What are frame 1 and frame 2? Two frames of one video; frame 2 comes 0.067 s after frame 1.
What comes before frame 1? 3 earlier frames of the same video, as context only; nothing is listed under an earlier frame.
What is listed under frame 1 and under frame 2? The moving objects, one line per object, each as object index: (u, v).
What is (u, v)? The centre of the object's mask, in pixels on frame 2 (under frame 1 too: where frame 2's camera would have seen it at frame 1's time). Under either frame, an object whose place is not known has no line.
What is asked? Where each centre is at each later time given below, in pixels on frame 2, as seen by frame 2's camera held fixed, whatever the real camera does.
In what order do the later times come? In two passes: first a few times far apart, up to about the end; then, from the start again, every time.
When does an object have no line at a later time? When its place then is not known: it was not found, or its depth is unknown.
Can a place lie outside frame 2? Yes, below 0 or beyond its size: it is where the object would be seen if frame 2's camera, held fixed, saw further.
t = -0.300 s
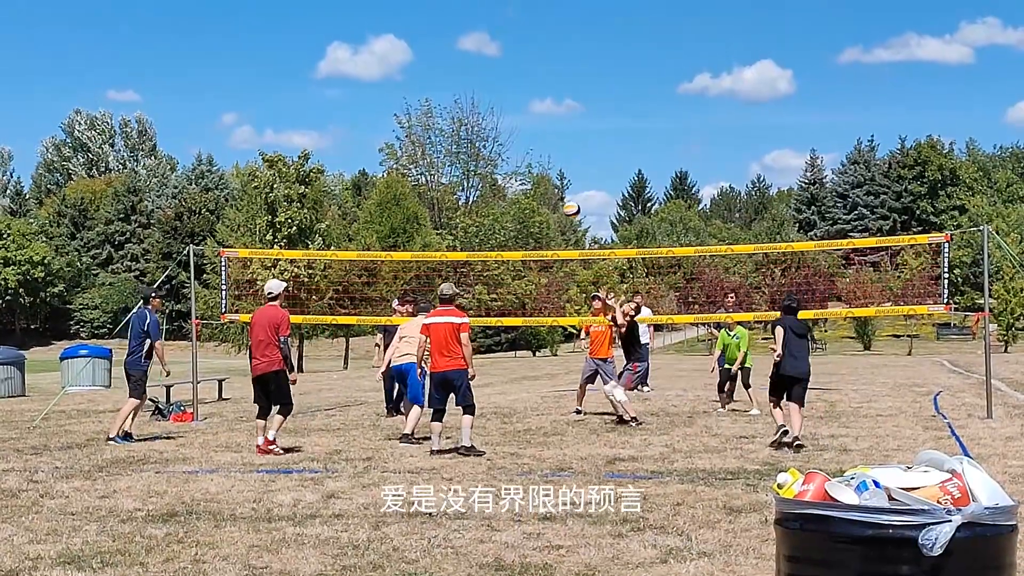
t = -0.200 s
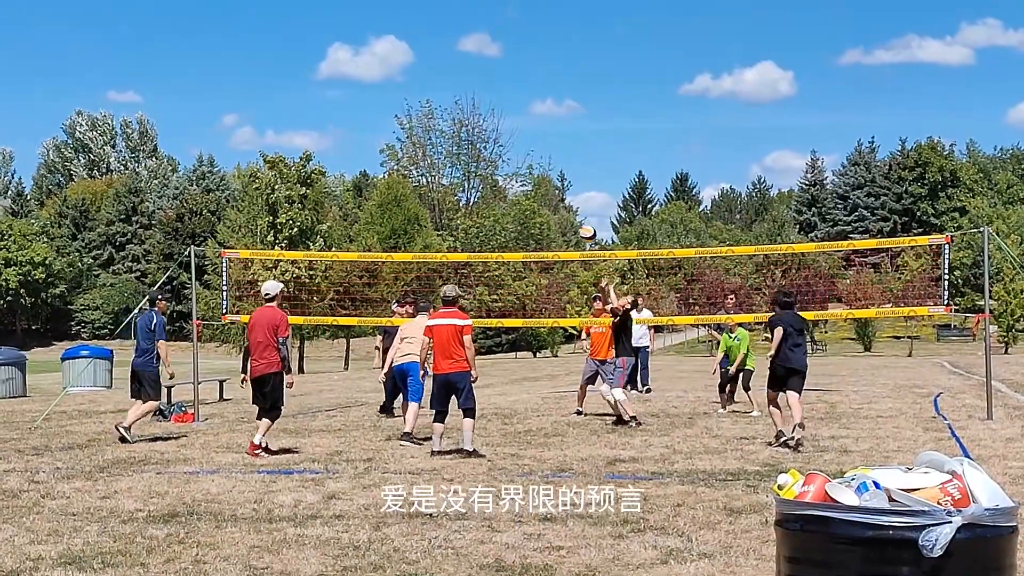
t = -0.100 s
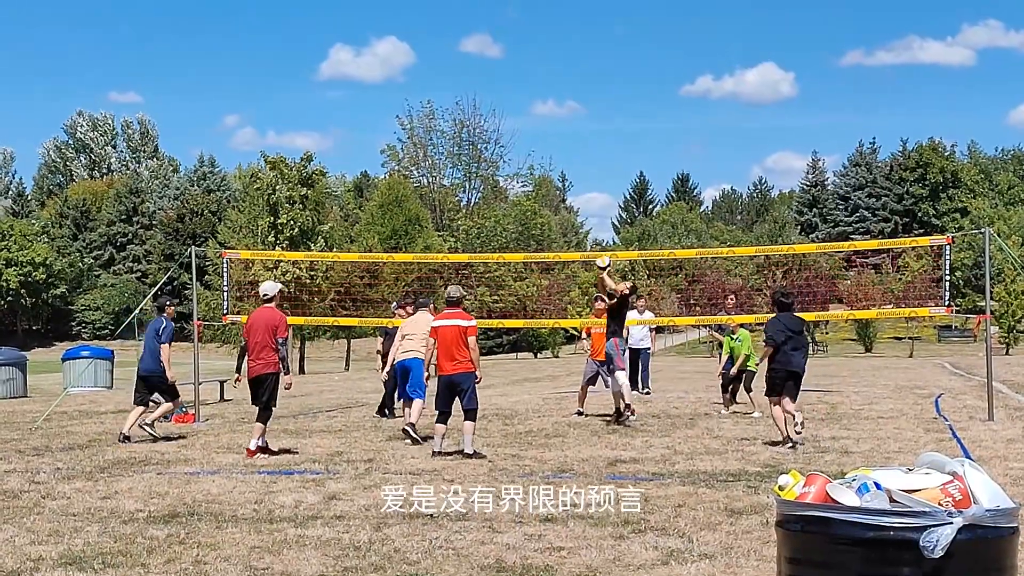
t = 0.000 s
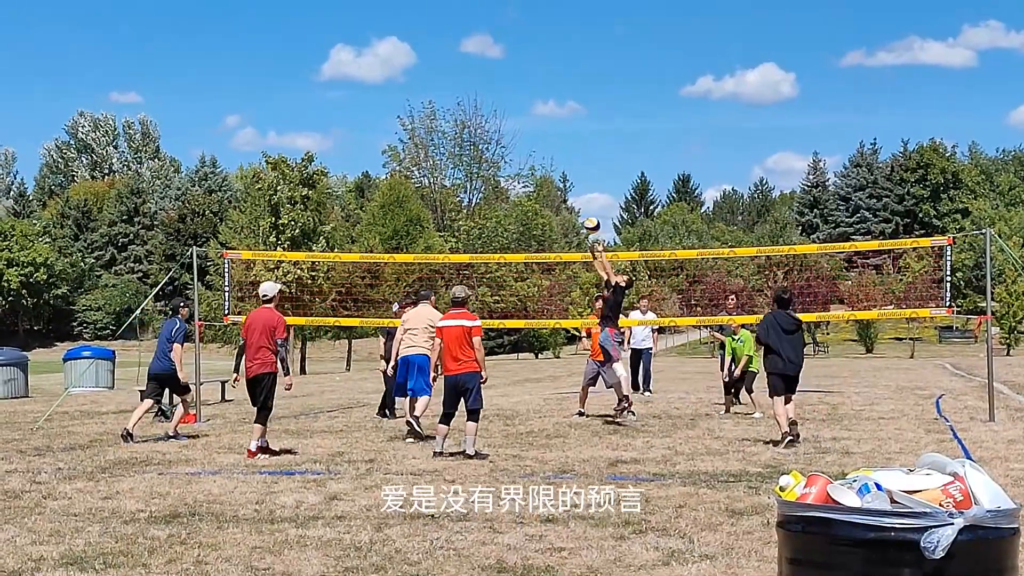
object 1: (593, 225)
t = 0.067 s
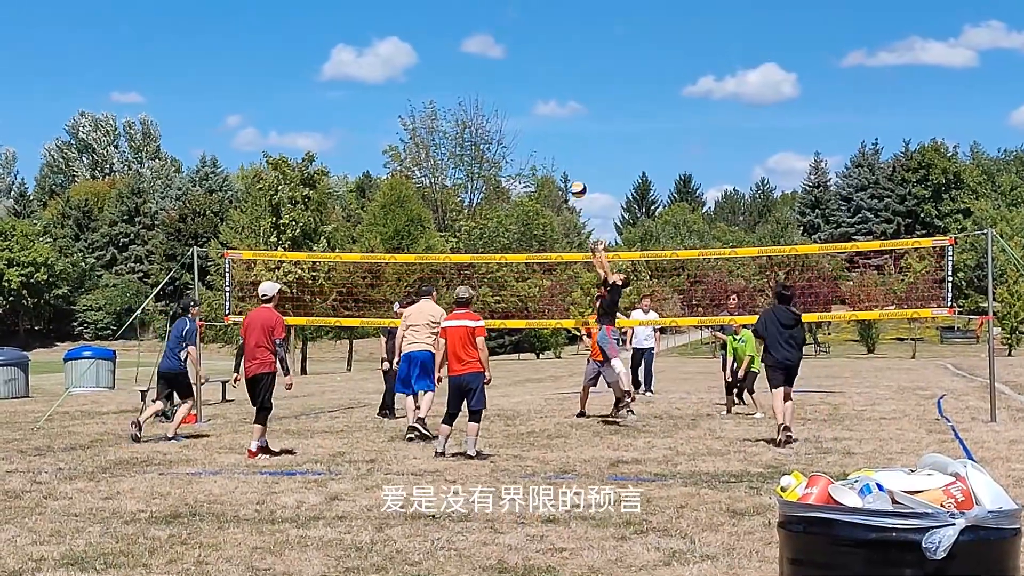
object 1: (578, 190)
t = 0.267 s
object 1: (533, 106)
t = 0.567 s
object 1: (467, 40)
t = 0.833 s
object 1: (409, 39)
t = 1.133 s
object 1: (345, 99)
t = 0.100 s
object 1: (570, 173)
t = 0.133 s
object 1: (563, 158)
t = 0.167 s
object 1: (556, 143)
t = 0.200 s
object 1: (548, 130)
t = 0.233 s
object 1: (541, 117)
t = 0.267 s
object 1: (533, 106)
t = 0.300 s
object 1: (526, 95)
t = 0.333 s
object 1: (518, 85)
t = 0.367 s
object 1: (511, 76)
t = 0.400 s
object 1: (503, 68)
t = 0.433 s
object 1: (496, 60)
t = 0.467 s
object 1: (489, 54)
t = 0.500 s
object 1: (481, 49)
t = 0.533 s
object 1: (474, 44)
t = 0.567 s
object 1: (467, 40)
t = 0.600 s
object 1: (459, 37)
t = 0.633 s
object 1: (452, 35)
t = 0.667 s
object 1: (445, 34)
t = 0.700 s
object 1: (437, 33)
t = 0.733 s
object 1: (430, 34)
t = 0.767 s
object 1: (423, 35)
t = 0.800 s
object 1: (416, 36)
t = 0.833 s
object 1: (409, 39)
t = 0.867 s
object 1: (401, 43)
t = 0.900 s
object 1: (394, 48)
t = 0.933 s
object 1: (387, 53)
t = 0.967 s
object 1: (380, 59)
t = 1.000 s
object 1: (373, 65)
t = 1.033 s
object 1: (366, 72)
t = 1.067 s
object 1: (359, 80)
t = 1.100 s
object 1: (352, 90)
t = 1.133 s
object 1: (345, 99)
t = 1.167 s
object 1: (338, 110)
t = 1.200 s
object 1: (331, 120)
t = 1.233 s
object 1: (325, 132)
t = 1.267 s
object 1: (318, 145)
